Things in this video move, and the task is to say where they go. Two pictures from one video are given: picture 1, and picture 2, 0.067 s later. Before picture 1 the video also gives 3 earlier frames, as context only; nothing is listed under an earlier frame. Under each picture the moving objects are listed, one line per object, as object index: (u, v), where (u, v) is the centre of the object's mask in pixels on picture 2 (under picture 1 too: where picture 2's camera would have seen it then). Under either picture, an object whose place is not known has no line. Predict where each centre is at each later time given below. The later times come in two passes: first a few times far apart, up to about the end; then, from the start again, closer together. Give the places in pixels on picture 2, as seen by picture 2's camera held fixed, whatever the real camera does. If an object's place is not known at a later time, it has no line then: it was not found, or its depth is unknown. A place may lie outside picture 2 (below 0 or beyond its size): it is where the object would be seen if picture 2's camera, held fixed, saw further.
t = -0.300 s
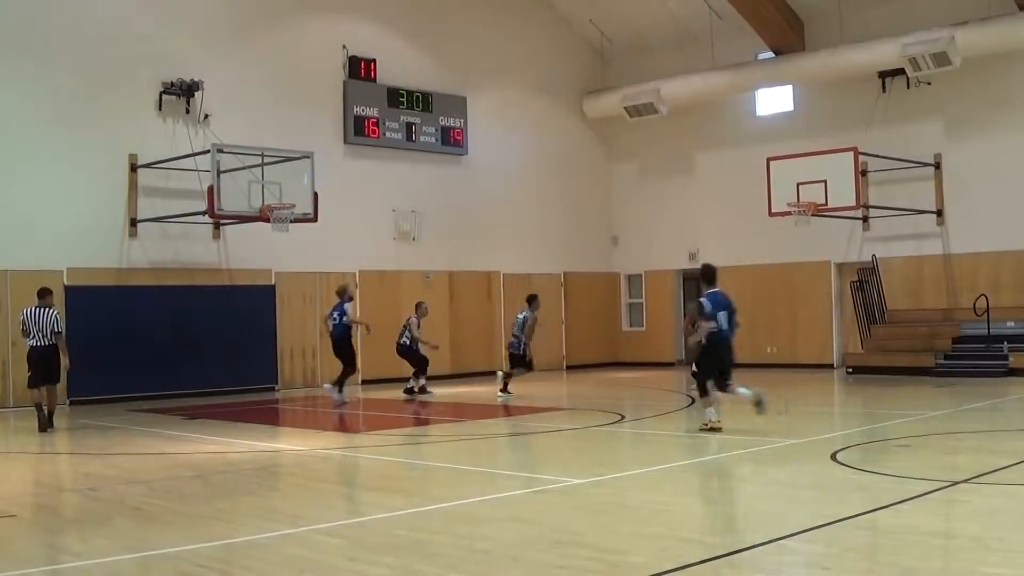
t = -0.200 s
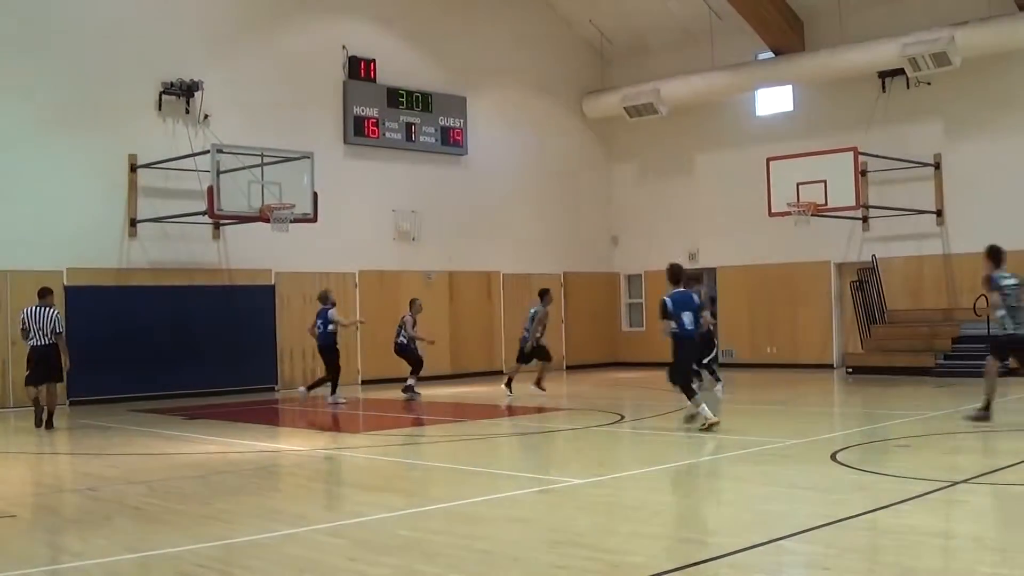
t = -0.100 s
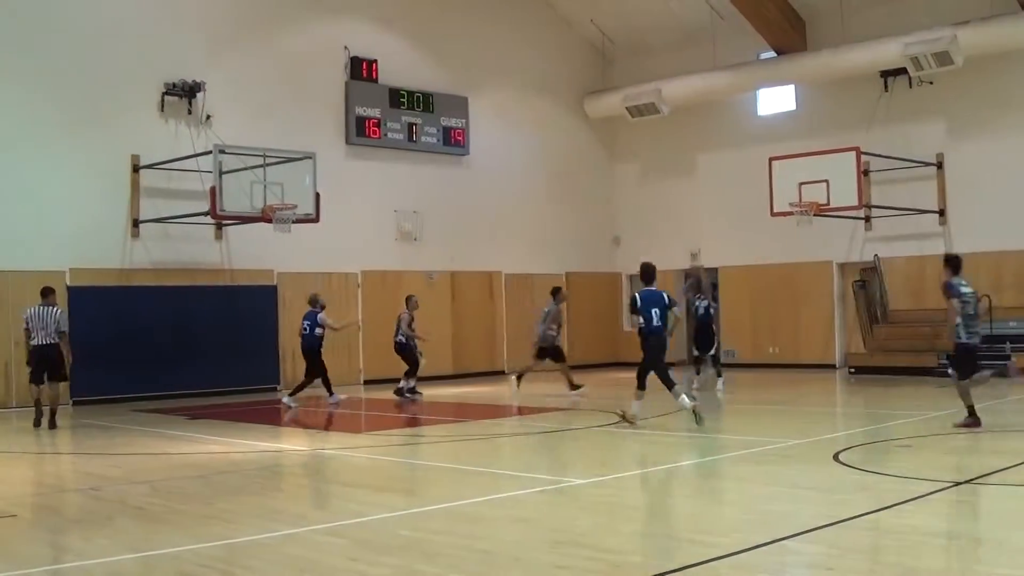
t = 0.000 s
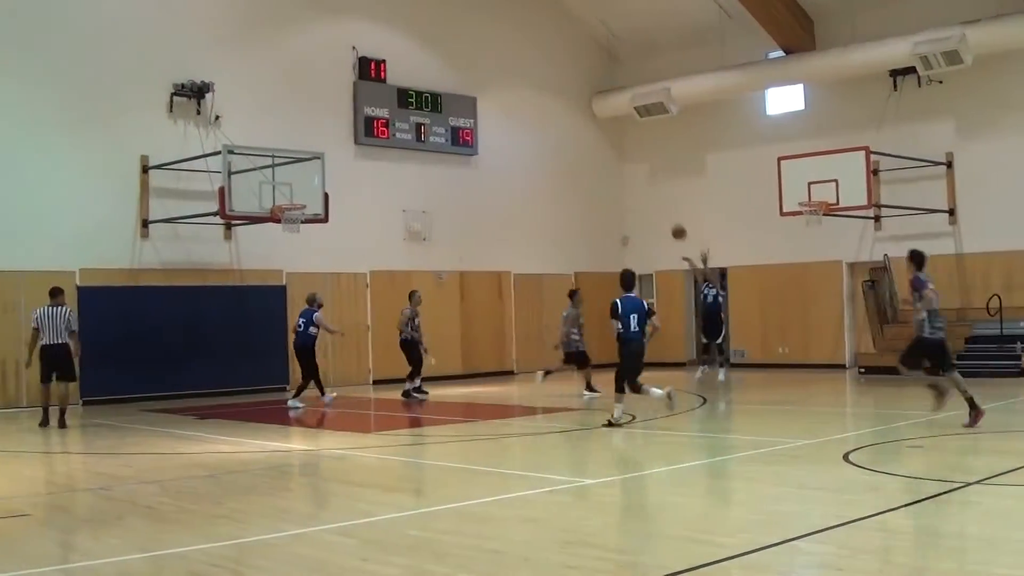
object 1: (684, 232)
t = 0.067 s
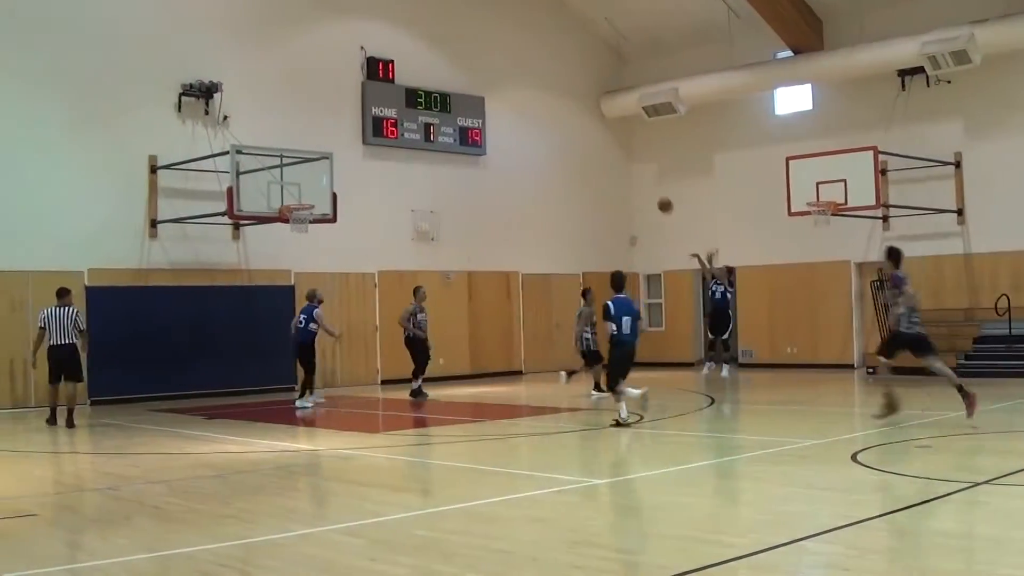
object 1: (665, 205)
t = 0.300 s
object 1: (593, 132)
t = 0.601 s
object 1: (499, 88)
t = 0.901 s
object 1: (404, 98)
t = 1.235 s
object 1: (298, 178)
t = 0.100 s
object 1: (655, 193)
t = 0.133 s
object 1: (645, 180)
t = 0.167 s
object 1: (635, 170)
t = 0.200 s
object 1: (625, 160)
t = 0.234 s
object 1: (614, 150)
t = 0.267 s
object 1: (604, 141)
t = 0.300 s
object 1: (593, 132)
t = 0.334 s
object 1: (583, 125)
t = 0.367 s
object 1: (573, 118)
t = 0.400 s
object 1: (562, 111)
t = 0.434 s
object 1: (551, 106)
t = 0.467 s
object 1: (540, 100)
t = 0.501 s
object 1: (530, 96)
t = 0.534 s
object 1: (520, 93)
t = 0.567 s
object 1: (509, 90)
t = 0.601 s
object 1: (499, 88)
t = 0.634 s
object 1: (488, 86)
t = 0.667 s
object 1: (477, 86)
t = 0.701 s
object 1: (467, 86)
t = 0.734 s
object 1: (456, 86)
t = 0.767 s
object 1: (446, 86)
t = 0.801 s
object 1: (436, 89)
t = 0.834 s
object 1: (426, 91)
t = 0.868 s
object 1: (415, 94)
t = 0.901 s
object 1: (404, 98)
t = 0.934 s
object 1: (394, 103)
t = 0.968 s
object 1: (381, 110)
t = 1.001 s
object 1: (371, 117)
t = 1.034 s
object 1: (360, 123)
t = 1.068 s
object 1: (351, 130)
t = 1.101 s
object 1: (340, 138)
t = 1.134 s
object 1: (330, 147)
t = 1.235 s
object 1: (298, 178)
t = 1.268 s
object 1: (288, 190)
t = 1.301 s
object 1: (277, 203)
